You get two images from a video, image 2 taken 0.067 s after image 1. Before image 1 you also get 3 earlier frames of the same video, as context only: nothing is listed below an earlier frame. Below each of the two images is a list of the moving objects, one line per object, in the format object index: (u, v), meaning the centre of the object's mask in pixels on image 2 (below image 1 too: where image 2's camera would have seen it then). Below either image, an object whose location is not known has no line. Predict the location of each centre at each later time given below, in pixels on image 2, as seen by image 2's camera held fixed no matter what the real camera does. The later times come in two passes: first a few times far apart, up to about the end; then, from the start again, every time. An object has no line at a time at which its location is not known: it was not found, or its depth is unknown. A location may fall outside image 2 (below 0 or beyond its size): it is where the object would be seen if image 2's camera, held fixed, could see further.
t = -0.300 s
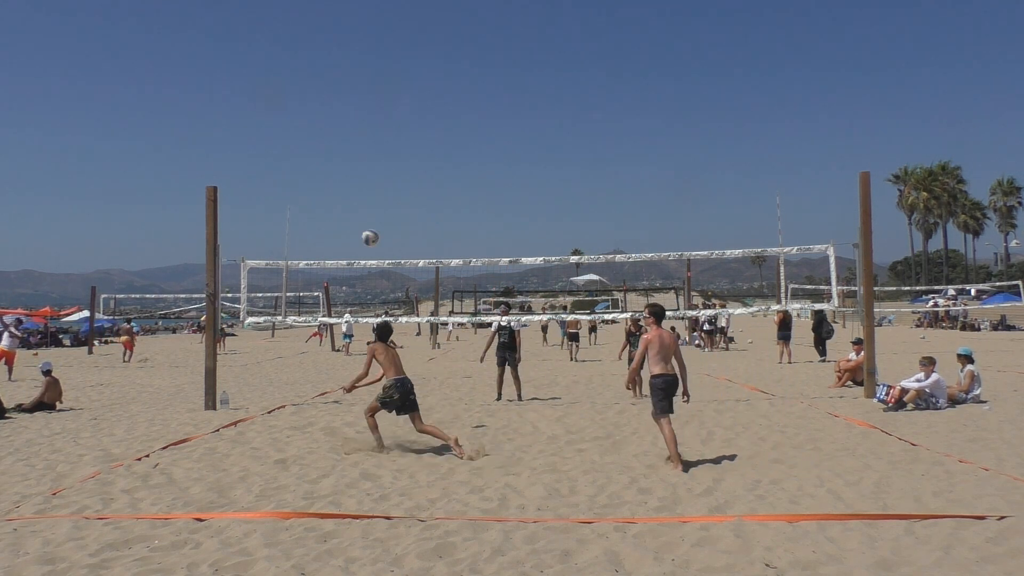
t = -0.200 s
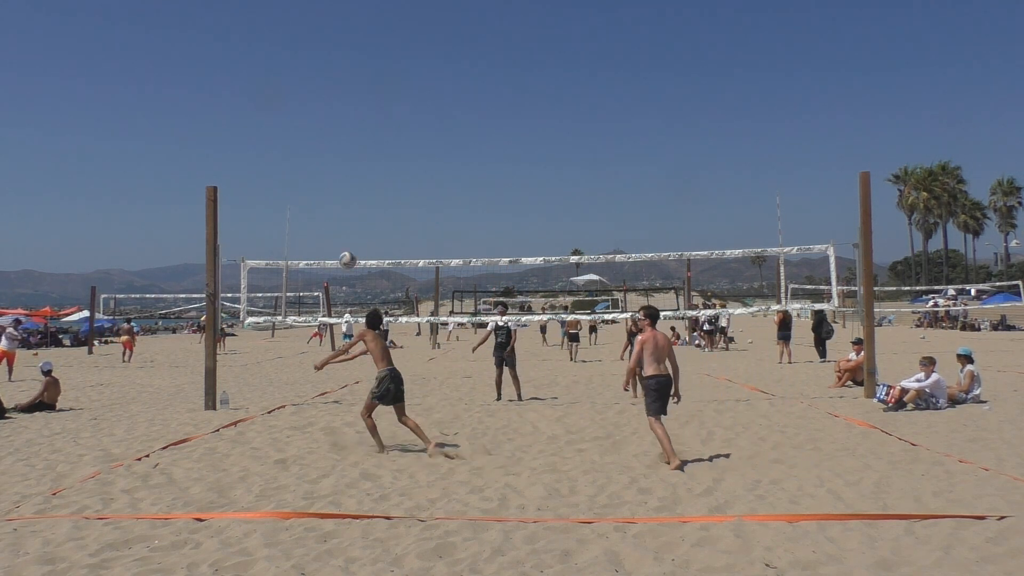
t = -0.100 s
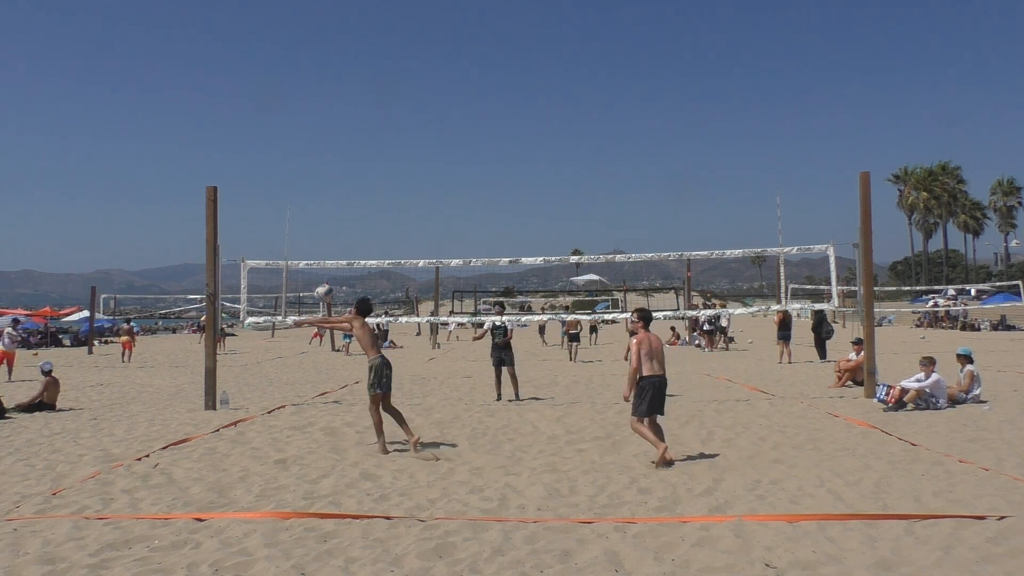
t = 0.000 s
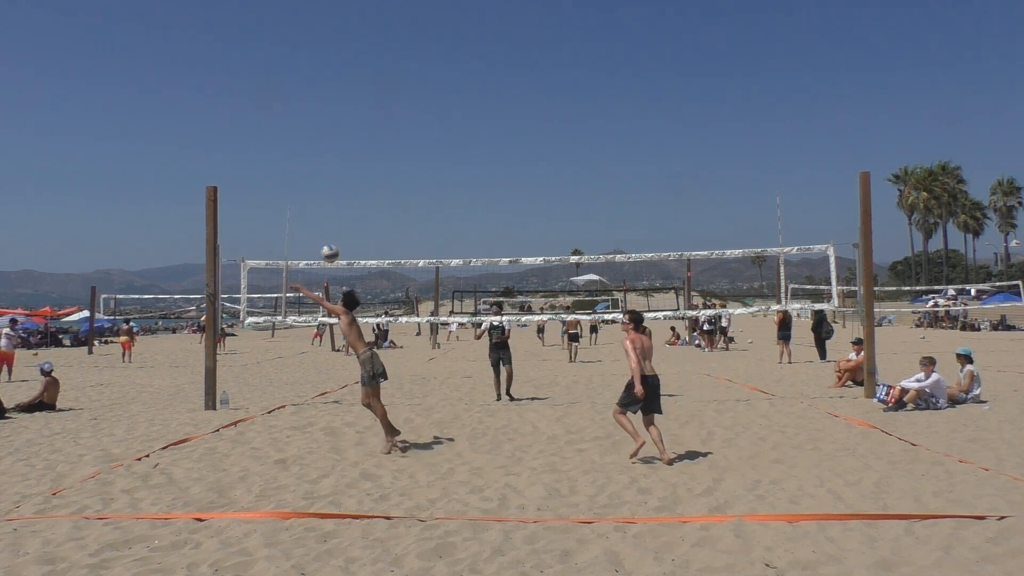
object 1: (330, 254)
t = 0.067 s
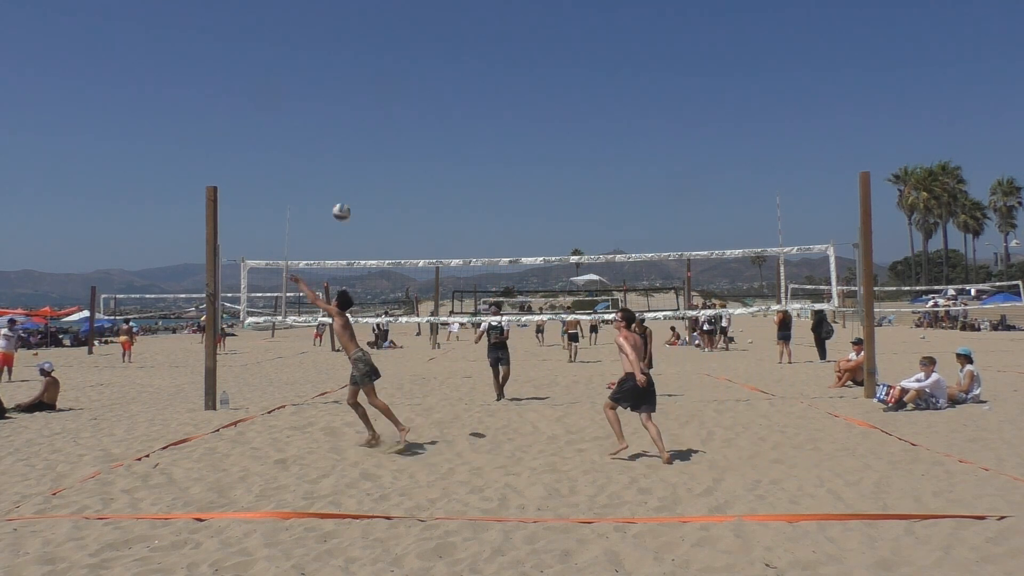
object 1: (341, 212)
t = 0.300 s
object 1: (381, 104)
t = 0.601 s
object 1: (431, 40)
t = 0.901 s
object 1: (478, 45)
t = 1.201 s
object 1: (523, 111)
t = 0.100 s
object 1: (347, 193)
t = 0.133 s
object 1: (353, 176)
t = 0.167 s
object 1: (358, 159)
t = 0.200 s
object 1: (364, 144)
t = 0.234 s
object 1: (370, 129)
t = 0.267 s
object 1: (375, 116)
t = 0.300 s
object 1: (381, 104)
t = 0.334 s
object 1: (386, 93)
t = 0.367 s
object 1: (392, 83)
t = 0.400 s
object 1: (398, 74)
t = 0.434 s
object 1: (403, 66)
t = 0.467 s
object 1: (409, 59)
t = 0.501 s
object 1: (414, 53)
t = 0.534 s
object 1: (420, 47)
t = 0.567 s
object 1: (425, 43)
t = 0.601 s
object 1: (431, 40)
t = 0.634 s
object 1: (436, 37)
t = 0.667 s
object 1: (442, 35)
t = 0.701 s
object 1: (447, 34)
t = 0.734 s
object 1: (452, 34)
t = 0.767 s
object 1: (458, 34)
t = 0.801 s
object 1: (463, 36)
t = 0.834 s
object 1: (468, 38)
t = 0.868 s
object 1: (473, 41)
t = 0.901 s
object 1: (478, 45)
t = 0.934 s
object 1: (484, 49)
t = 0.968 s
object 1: (489, 54)
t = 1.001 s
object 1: (494, 61)
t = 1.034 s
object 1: (499, 67)
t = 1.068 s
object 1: (503, 75)
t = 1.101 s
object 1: (509, 83)
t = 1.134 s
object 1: (513, 91)
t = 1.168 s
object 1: (518, 101)
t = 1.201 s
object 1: (523, 111)
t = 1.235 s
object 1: (528, 121)
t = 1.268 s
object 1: (533, 132)
